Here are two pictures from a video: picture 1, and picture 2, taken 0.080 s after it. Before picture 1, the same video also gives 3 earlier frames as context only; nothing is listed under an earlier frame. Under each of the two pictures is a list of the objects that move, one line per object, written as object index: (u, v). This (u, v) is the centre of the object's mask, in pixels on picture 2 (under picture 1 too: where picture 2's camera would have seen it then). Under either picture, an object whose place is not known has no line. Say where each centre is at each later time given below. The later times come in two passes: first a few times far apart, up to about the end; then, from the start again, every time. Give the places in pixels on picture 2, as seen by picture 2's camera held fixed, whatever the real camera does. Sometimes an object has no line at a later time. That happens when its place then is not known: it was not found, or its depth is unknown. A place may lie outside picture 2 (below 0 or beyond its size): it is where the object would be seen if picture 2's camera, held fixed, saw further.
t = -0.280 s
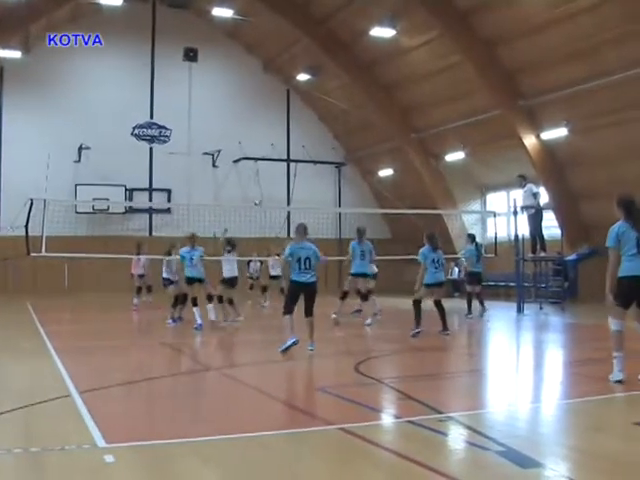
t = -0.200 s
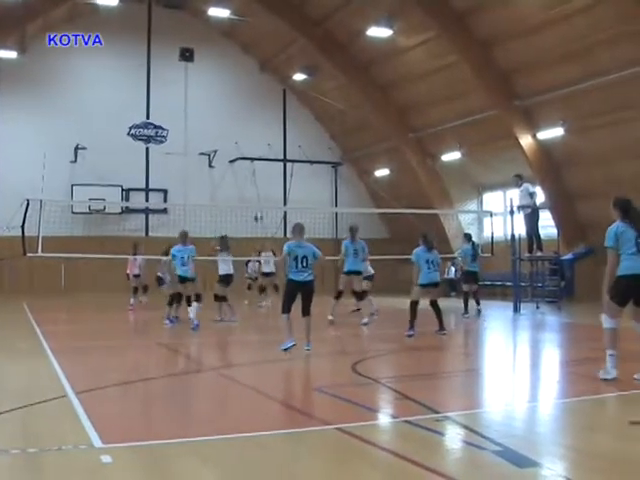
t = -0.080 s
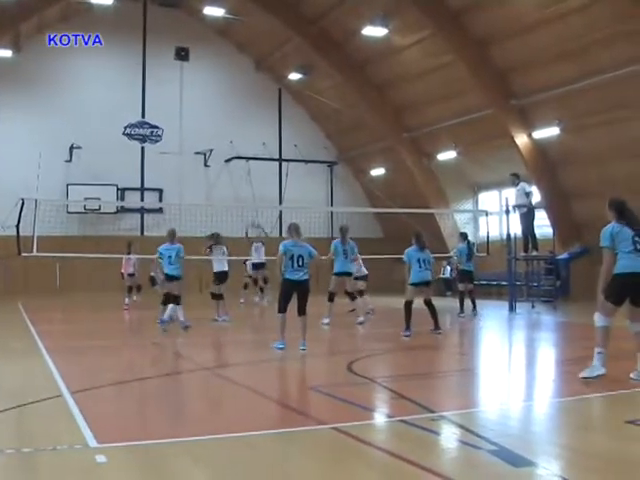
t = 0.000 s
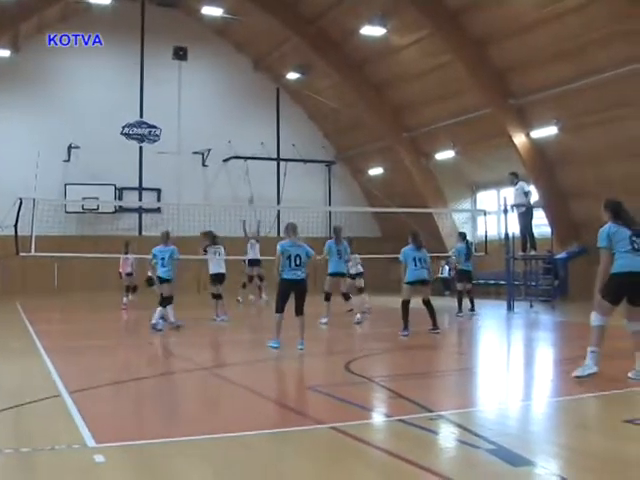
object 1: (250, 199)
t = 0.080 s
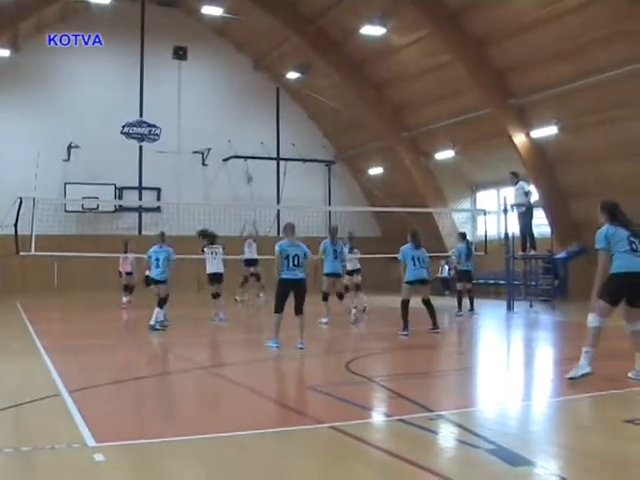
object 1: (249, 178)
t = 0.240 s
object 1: (246, 144)
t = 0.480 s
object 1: (240, 113)
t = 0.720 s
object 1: (233, 104)
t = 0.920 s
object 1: (227, 116)
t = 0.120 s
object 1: (248, 169)
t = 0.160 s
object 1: (247, 160)
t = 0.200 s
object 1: (247, 152)
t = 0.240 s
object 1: (246, 144)
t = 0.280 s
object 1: (245, 137)
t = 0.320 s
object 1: (244, 133)
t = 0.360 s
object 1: (243, 127)
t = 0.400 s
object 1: (242, 123)
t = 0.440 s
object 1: (241, 117)
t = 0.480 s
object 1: (240, 113)
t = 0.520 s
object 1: (239, 110)
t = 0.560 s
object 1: (238, 108)
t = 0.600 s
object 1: (237, 106)
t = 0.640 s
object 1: (236, 105)
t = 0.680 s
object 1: (235, 105)
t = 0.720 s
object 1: (233, 104)
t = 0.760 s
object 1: (232, 105)
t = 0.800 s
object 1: (231, 107)
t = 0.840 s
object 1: (230, 109)
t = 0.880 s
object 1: (229, 112)
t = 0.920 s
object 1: (227, 116)
